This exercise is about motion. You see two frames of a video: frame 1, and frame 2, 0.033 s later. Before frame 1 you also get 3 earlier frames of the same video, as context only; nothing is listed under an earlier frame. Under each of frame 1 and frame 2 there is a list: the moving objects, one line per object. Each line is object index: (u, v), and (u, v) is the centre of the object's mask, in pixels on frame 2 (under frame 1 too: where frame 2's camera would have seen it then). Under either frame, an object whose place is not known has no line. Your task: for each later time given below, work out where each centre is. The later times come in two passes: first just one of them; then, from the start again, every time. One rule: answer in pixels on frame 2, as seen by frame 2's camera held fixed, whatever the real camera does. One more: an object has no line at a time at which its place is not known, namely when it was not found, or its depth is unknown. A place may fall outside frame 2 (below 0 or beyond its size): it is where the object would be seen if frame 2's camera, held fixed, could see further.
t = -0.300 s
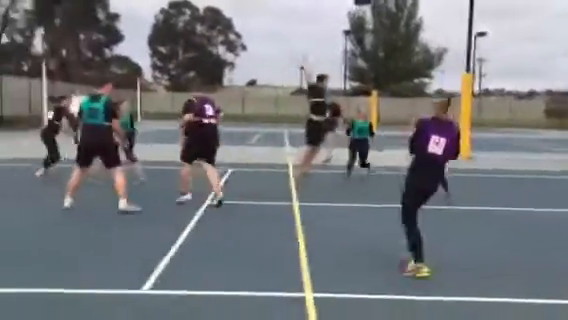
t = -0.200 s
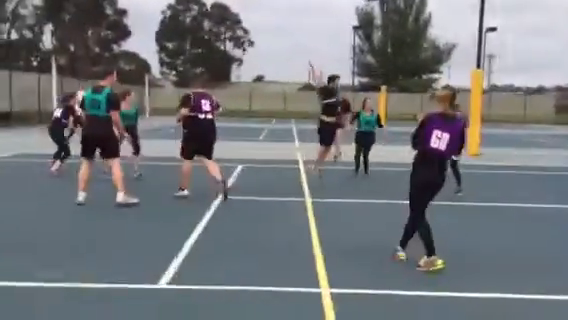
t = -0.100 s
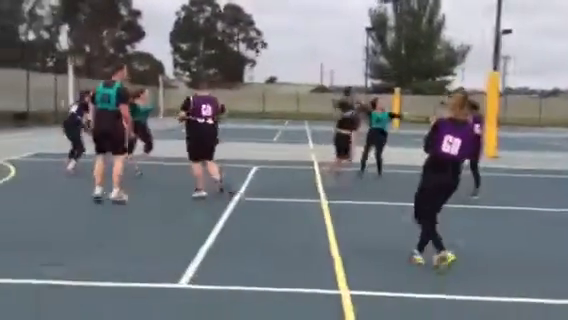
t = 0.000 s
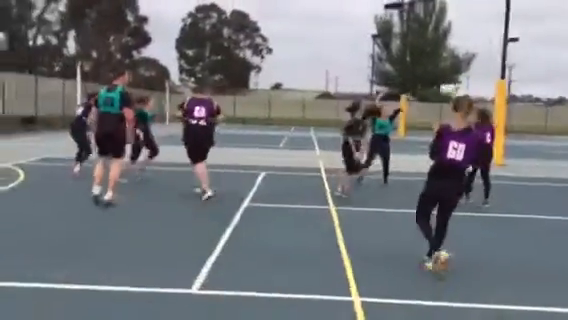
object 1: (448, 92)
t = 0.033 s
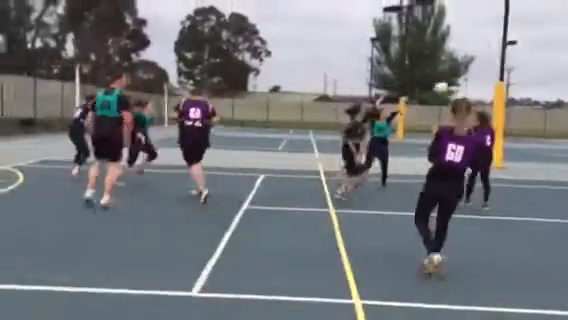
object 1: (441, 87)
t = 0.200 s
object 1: (422, 73)
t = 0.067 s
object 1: (437, 83)
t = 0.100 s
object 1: (433, 80)
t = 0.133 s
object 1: (429, 77)
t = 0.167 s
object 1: (426, 75)
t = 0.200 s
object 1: (422, 73)
